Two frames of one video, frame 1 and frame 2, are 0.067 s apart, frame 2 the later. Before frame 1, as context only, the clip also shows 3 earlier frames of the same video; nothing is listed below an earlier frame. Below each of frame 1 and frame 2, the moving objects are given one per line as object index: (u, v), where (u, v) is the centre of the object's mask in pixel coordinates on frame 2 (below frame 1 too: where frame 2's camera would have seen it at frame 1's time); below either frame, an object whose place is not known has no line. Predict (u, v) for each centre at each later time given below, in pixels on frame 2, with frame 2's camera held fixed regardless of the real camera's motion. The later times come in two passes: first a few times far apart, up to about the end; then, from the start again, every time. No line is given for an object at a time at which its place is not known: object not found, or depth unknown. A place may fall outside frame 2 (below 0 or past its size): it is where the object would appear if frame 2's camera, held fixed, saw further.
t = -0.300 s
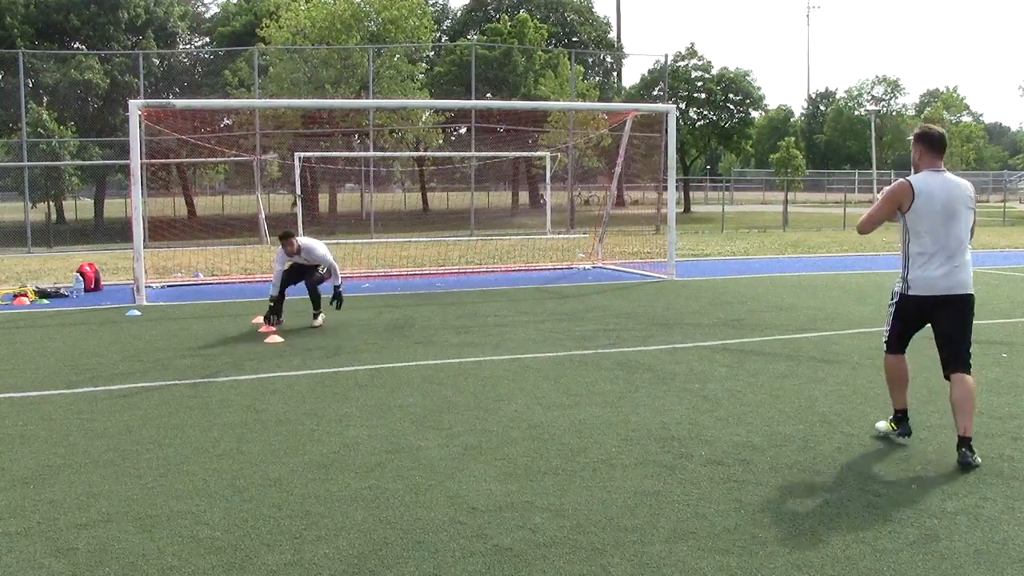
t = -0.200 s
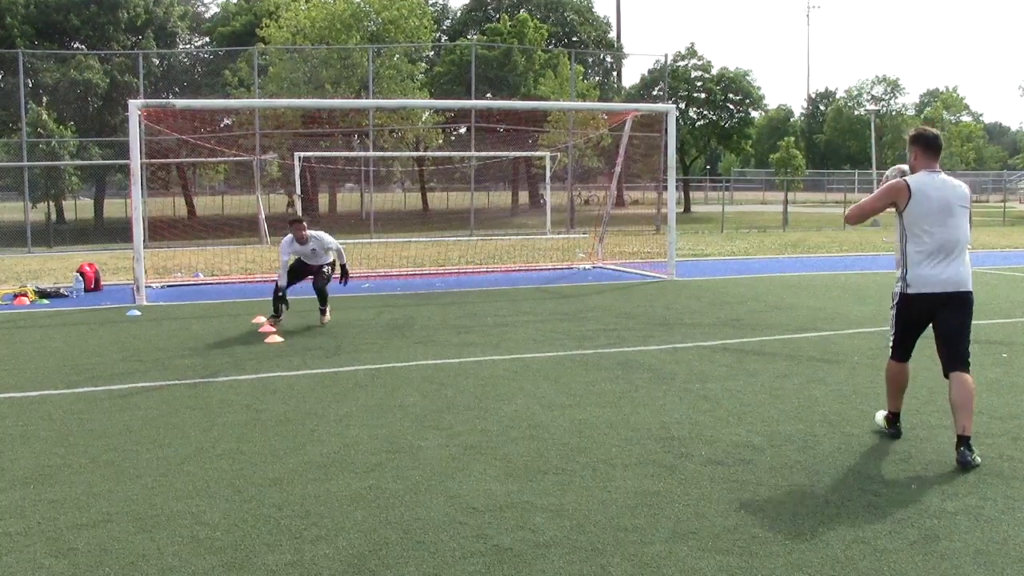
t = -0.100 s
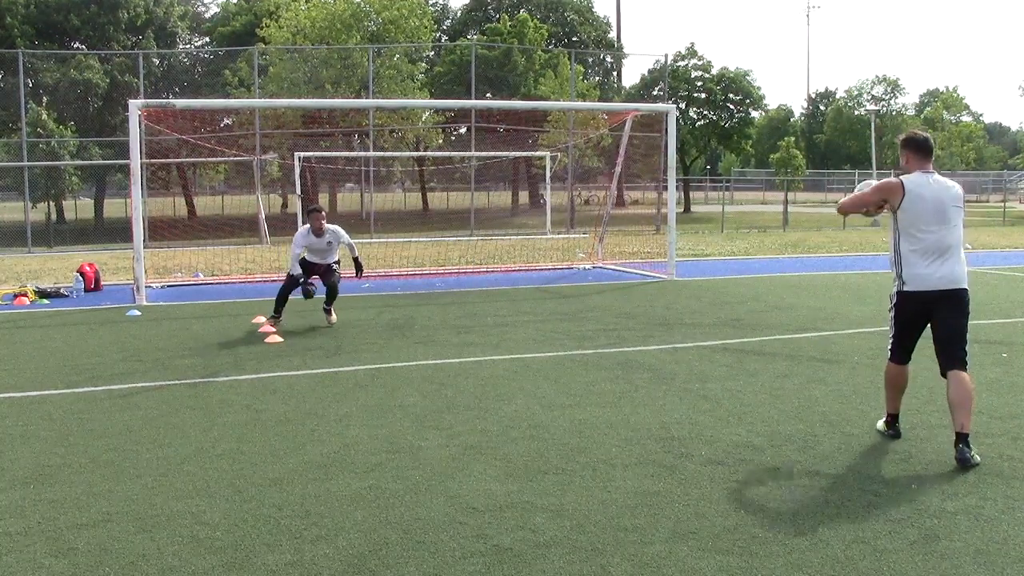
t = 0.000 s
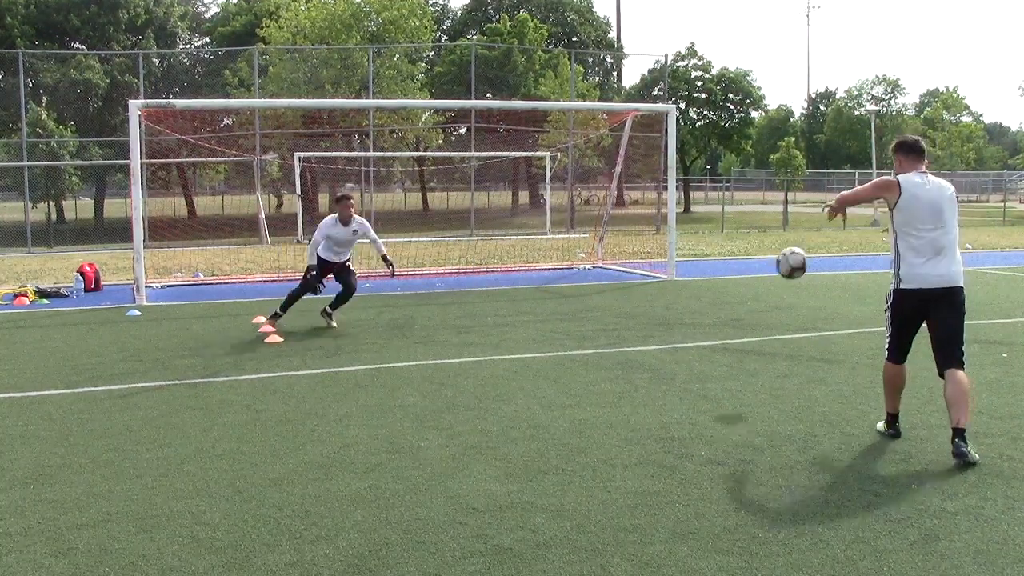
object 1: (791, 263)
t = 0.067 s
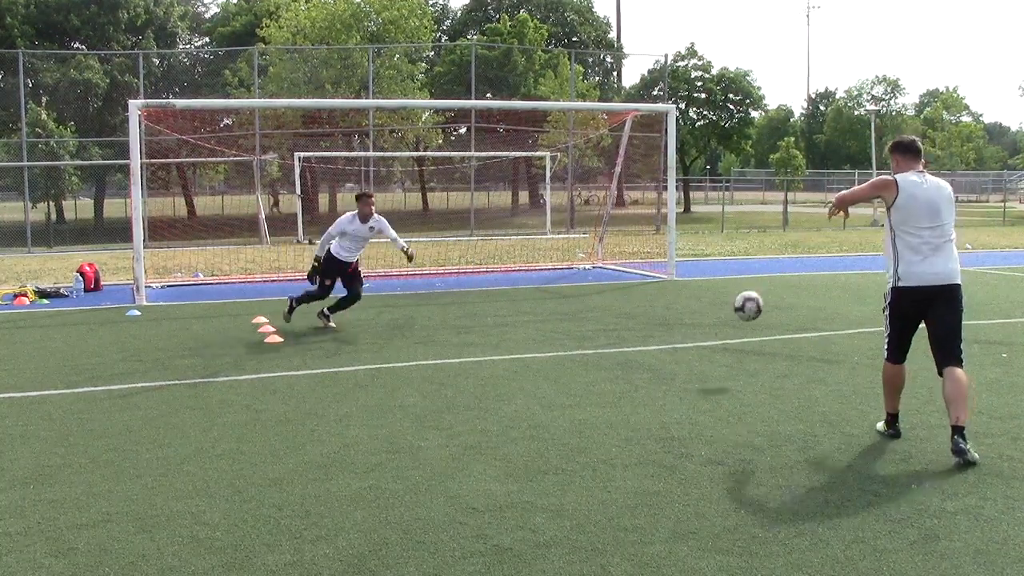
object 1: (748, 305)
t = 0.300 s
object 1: (670, 258)
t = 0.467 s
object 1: (636, 200)
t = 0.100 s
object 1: (729, 327)
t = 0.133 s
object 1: (711, 348)
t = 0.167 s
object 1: (701, 337)
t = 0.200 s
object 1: (693, 314)
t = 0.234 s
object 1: (685, 293)
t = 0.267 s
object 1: (678, 274)
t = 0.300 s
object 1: (670, 258)
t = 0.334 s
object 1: (663, 242)
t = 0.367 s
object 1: (656, 229)
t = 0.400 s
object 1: (649, 218)
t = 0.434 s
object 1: (642, 206)
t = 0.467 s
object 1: (636, 200)
